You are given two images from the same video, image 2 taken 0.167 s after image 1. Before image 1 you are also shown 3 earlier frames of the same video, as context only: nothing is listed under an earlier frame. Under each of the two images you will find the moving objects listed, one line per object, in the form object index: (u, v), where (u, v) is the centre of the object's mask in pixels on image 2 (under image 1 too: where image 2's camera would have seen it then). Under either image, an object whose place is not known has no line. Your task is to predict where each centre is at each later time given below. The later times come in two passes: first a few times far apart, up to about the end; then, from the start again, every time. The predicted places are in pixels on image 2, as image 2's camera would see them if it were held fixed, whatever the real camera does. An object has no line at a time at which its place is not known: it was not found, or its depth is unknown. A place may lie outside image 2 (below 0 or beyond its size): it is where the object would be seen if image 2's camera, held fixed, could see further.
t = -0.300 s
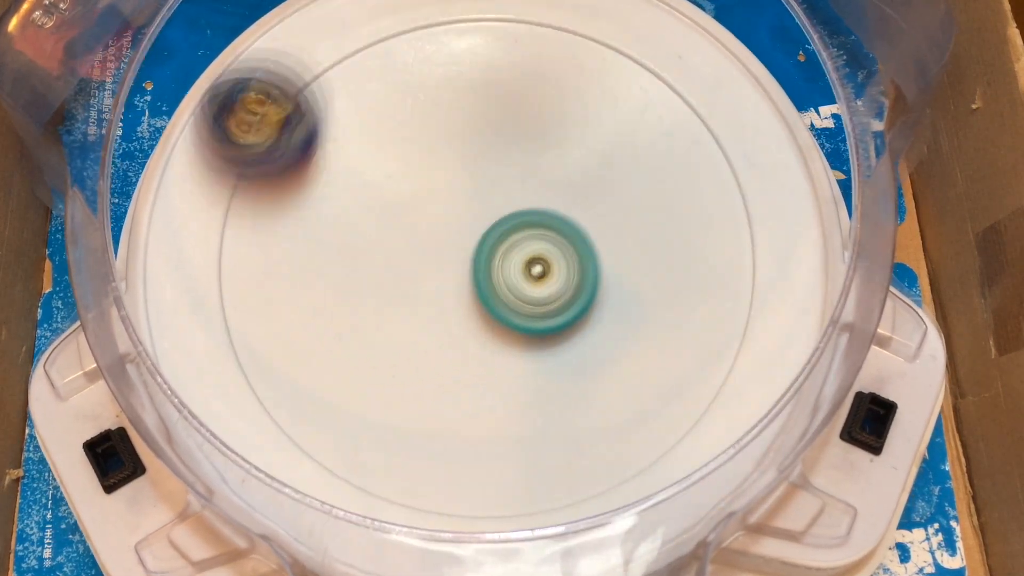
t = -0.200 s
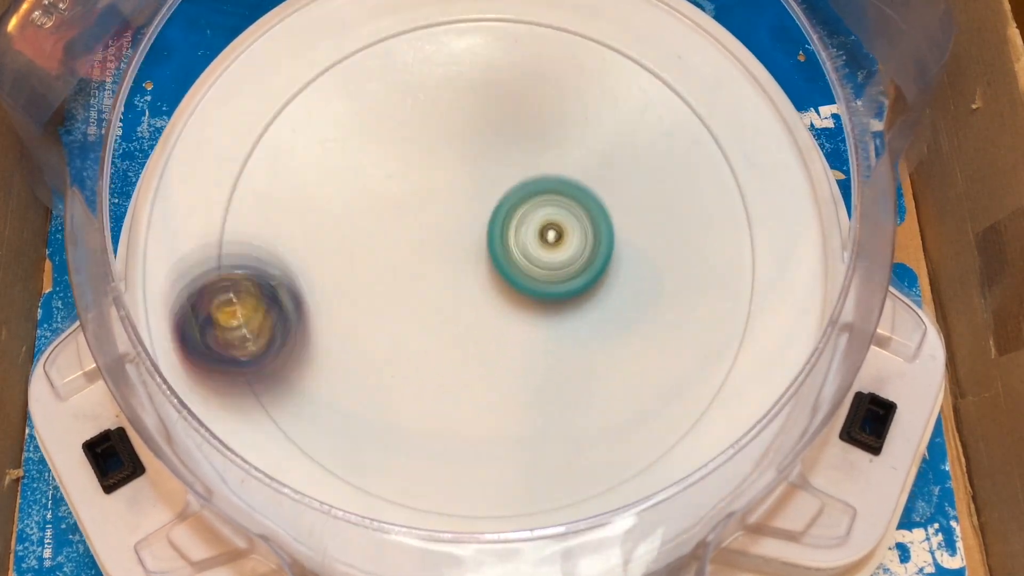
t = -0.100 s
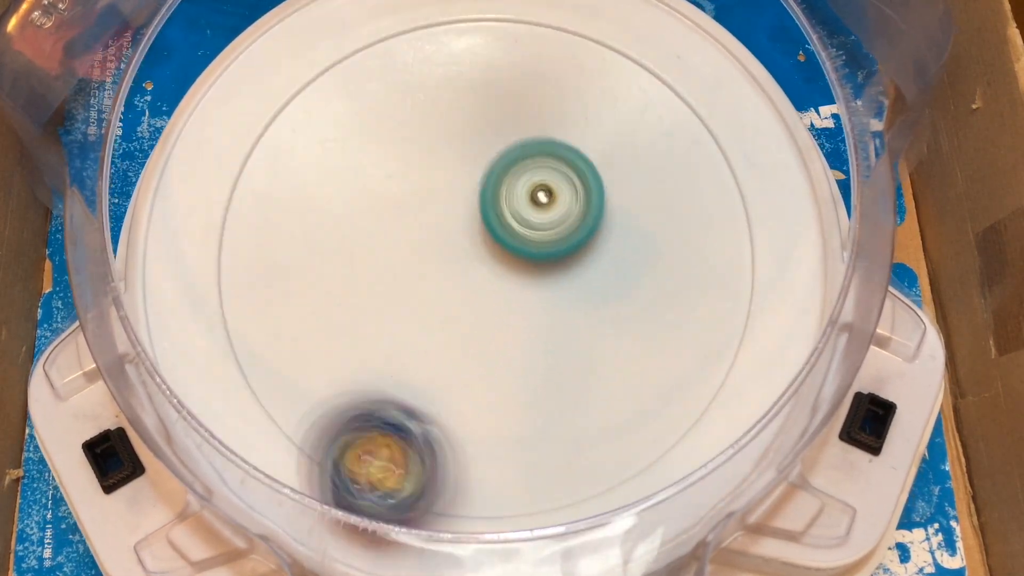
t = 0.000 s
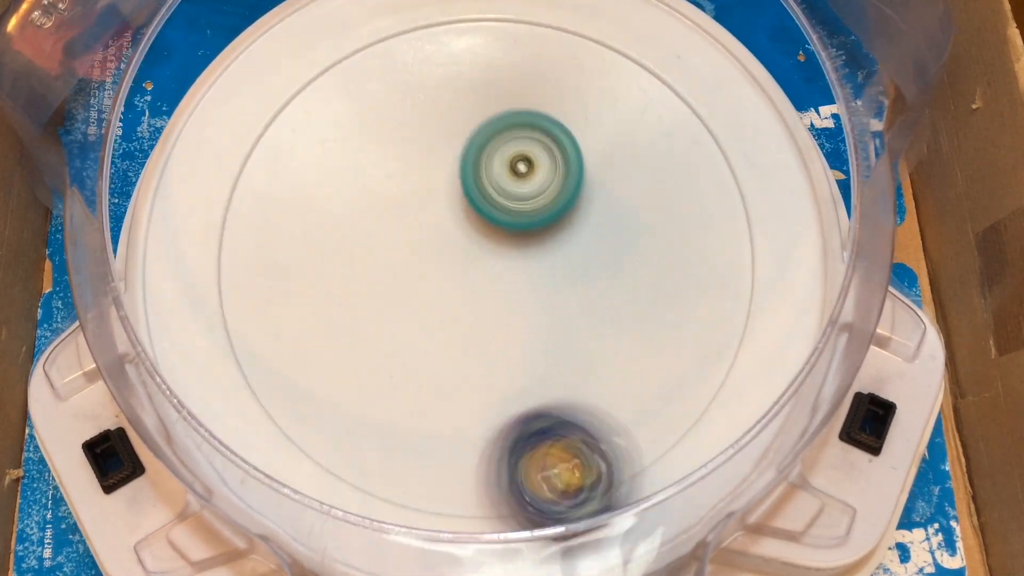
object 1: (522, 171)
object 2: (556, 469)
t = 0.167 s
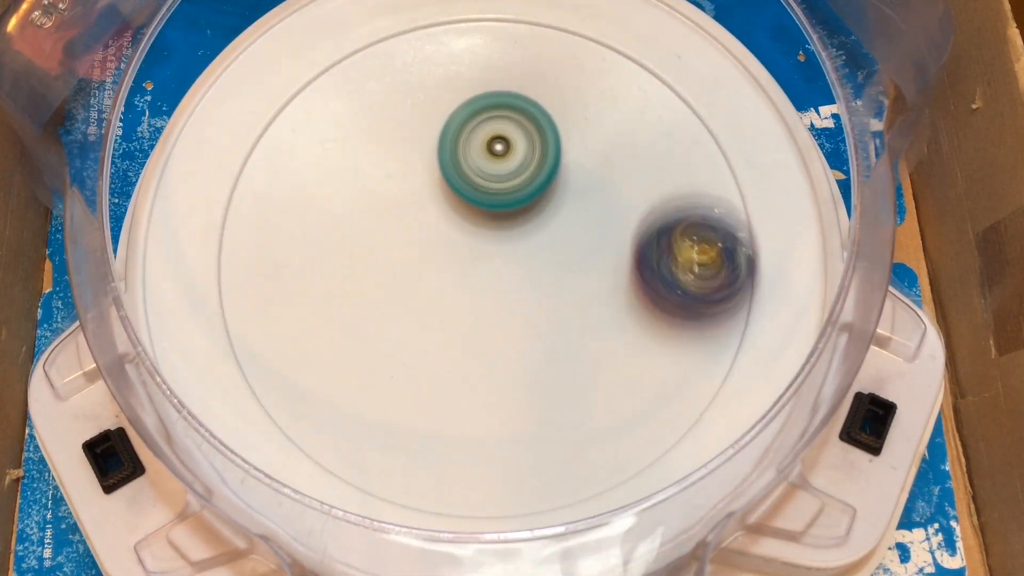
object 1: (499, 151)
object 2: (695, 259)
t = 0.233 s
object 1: (494, 157)
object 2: (668, 156)
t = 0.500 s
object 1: (519, 237)
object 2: (305, 77)
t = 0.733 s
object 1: (561, 267)
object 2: (339, 415)
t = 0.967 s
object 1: (549, 237)
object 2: (691, 289)
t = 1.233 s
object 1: (482, 229)
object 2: (514, 27)
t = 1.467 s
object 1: (443, 300)
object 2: (266, 204)
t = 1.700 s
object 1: (514, 317)
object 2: (487, 466)
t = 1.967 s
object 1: (513, 246)
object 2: (737, 265)
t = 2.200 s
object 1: (432, 224)
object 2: (541, 67)
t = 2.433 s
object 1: (428, 271)
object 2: (280, 170)
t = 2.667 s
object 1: (471, 295)
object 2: (335, 429)
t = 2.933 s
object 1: (485, 232)
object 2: (646, 321)
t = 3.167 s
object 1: (476, 191)
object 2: (570, 81)
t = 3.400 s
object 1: (469, 234)
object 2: (319, 73)
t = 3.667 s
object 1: (469, 242)
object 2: (330, 364)
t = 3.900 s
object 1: (525, 213)
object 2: (624, 349)
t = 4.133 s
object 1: (514, 223)
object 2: (663, 122)
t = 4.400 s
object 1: (475, 229)
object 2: (391, 77)
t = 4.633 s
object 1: (466, 209)
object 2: (313, 334)
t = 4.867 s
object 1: (502, 214)
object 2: (558, 439)
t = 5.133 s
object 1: (521, 259)
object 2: (661, 195)
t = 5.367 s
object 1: (482, 287)
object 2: (435, 79)
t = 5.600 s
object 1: (442, 265)
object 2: (254, 231)
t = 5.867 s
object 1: (453, 225)
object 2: (462, 421)
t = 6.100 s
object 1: (479, 218)
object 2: (648, 249)
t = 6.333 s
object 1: (484, 229)
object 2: (544, 57)
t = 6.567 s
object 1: (464, 236)
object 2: (326, 117)
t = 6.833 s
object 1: (452, 231)
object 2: (407, 382)
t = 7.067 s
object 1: (463, 223)
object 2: (645, 344)
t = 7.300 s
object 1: (479, 223)
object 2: (634, 144)
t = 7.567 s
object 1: (481, 228)
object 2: (376, 128)
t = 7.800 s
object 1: (470, 229)
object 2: (304, 332)
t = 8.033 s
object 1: (464, 230)
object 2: (526, 407)
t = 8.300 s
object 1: (465, 231)
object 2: (614, 187)
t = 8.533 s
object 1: (464, 232)
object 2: (449, 69)
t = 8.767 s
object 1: (464, 230)
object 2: (300, 201)
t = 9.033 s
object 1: (468, 229)
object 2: (477, 378)
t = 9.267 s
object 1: (467, 229)
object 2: (657, 271)
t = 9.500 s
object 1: (467, 228)
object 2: (574, 106)
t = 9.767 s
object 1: (469, 232)
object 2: (350, 170)
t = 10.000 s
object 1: (466, 237)
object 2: (345, 365)
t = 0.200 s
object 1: (496, 152)
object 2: (686, 206)
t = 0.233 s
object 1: (494, 157)
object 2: (668, 156)
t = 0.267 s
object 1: (494, 165)
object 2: (643, 112)
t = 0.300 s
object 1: (495, 173)
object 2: (608, 69)
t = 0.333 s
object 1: (497, 182)
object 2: (564, 38)
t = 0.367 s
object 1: (500, 194)
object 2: (513, 24)
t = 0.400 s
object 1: (503, 205)
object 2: (457, 25)
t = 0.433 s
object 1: (508, 216)
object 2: (402, 33)
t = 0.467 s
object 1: (513, 227)
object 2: (350, 45)
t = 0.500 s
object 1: (519, 237)
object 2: (305, 77)
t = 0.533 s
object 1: (526, 246)
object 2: (264, 123)
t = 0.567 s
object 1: (532, 254)
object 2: (240, 178)
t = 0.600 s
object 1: (539, 259)
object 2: (228, 234)
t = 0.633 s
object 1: (545, 263)
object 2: (233, 289)
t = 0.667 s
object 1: (551, 266)
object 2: (255, 341)
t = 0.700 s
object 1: (556, 267)
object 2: (295, 385)
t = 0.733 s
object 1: (561, 267)
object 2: (339, 415)
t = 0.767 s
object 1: (564, 265)
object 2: (395, 434)
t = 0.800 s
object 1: (565, 260)
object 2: (462, 439)
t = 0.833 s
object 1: (566, 256)
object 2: (521, 430)
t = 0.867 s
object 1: (566, 252)
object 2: (579, 407)
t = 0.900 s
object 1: (563, 248)
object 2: (628, 372)
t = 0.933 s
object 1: (556, 243)
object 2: (663, 334)
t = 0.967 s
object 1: (549, 237)
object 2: (691, 289)
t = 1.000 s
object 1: (541, 231)
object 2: (704, 245)
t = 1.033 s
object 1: (533, 225)
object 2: (710, 200)
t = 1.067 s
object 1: (526, 220)
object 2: (706, 153)
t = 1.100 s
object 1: (517, 218)
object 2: (692, 107)
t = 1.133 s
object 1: (507, 218)
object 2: (664, 66)
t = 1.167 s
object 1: (498, 220)
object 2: (612, 47)
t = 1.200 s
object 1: (490, 223)
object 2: (562, 36)
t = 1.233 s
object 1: (482, 229)
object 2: (514, 27)
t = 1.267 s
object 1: (474, 236)
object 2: (466, 27)
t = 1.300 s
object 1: (467, 244)
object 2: (417, 33)
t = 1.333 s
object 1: (460, 253)
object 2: (372, 44)
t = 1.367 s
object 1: (453, 264)
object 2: (332, 66)
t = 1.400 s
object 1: (448, 276)
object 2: (299, 103)
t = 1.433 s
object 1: (445, 288)
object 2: (275, 153)
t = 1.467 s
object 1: (443, 300)
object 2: (266, 204)
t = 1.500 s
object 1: (446, 310)
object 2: (269, 254)
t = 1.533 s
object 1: (451, 319)
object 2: (287, 311)
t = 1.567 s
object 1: (458, 326)
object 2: (317, 358)
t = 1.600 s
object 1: (469, 329)
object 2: (352, 396)
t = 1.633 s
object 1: (486, 326)
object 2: (389, 428)
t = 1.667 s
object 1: (500, 322)
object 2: (436, 455)
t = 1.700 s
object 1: (514, 317)
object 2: (487, 466)
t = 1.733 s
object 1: (525, 310)
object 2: (542, 467)
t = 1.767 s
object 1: (534, 303)
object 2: (586, 457)
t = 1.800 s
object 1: (539, 296)
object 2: (632, 439)
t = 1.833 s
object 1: (540, 287)
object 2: (669, 413)
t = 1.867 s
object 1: (538, 276)
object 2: (701, 383)
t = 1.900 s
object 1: (532, 266)
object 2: (724, 344)
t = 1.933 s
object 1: (523, 256)
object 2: (735, 305)
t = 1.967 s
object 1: (513, 246)
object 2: (737, 265)
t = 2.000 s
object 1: (502, 238)
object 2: (730, 225)
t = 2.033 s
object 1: (490, 232)
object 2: (713, 184)
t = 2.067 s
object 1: (477, 227)
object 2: (691, 151)
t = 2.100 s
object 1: (465, 224)
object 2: (660, 122)
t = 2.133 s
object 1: (453, 223)
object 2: (624, 97)
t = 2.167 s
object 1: (441, 223)
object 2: (584, 79)
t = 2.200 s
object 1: (432, 224)
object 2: (541, 67)
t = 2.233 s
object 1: (424, 228)
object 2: (499, 62)
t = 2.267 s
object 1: (418, 234)
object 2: (454, 64)
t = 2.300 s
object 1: (414, 240)
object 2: (413, 72)
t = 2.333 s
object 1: (414, 248)
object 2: (372, 90)
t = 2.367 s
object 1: (416, 257)
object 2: (337, 109)
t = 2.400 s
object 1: (421, 264)
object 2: (304, 139)
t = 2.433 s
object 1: (428, 271)
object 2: (280, 170)
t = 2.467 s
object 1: (435, 277)
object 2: (261, 208)
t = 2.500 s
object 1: (443, 283)
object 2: (251, 246)
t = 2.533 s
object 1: (450, 286)
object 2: (249, 289)
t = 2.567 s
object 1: (457, 290)
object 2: (254, 327)
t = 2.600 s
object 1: (463, 292)
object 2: (272, 367)
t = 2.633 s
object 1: (468, 294)
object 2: (298, 402)
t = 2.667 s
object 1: (471, 295)
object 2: (335, 429)
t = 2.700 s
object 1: (472, 294)
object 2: (374, 447)
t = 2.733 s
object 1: (473, 290)
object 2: (421, 456)
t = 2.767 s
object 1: (476, 284)
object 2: (472, 456)
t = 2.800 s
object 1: (478, 275)
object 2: (519, 445)
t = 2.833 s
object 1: (482, 264)
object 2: (563, 424)
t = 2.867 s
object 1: (485, 253)
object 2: (599, 391)
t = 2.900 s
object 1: (486, 242)
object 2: (626, 357)
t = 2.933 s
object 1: (485, 232)
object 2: (646, 321)
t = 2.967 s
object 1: (484, 221)
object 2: (655, 282)
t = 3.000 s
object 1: (484, 210)
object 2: (657, 241)
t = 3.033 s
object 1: (481, 201)
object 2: (652, 203)
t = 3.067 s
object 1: (479, 195)
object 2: (641, 169)
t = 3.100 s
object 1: (478, 191)
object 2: (622, 136)
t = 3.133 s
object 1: (477, 190)
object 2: (597, 104)
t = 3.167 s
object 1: (476, 191)
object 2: (570, 81)
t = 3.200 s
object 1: (476, 195)
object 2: (538, 59)
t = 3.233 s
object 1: (475, 200)
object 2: (501, 46)
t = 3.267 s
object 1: (475, 206)
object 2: (464, 41)
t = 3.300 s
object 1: (475, 213)
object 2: (426, 40)
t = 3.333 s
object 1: (474, 220)
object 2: (388, 45)
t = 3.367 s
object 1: (472, 228)
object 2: (354, 52)
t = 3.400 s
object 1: (469, 234)
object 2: (319, 73)
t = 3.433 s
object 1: (464, 240)
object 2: (291, 100)
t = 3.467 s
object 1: (458, 243)
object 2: (270, 132)
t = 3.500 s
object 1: (453, 244)
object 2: (256, 170)
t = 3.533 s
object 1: (452, 245)
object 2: (250, 208)
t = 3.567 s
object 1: (453, 245)
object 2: (256, 253)
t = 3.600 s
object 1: (456, 245)
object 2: (272, 294)
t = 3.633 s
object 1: (462, 244)
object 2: (297, 333)
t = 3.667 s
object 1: (469, 242)
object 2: (330, 364)
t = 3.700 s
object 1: (477, 239)
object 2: (371, 386)
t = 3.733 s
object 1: (487, 235)
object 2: (416, 400)
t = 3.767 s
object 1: (497, 232)
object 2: (463, 405)
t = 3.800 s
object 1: (507, 227)
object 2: (508, 403)
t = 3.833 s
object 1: (515, 221)
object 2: (552, 392)
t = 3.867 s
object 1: (521, 217)
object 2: (591, 375)
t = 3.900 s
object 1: (525, 213)
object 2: (624, 349)
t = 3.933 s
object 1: (528, 212)
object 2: (650, 320)
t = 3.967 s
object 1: (529, 211)
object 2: (670, 291)
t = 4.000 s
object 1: (528, 212)
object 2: (683, 258)
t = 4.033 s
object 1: (526, 214)
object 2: (689, 223)
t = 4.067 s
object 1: (523, 216)
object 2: (686, 185)
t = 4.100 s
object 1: (519, 220)
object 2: (678, 153)
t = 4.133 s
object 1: (514, 223)
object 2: (663, 122)
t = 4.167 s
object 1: (508, 226)
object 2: (642, 94)
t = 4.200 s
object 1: (503, 229)
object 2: (613, 70)
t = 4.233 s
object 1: (498, 231)
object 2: (579, 54)
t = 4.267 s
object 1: (493, 233)
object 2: (542, 45)
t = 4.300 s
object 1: (488, 233)
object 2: (503, 44)
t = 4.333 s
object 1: (483, 233)
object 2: (463, 48)
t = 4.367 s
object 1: (479, 231)
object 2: (425, 58)
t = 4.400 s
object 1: (475, 229)
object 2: (391, 77)
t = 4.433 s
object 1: (470, 227)
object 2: (356, 108)
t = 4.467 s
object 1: (467, 224)
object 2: (331, 137)
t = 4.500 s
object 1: (464, 220)
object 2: (312, 172)
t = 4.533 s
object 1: (463, 217)
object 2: (301, 213)
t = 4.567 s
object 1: (463, 214)
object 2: (297, 253)
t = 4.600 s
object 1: (464, 211)
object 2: (301, 295)
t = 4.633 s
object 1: (466, 209)
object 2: (313, 334)
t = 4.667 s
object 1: (469, 207)
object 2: (333, 368)
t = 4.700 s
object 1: (473, 206)
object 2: (360, 397)
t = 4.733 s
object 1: (479, 206)
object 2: (393, 420)
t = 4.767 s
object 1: (484, 207)
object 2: (432, 437)
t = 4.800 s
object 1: (490, 209)
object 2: (474, 446)
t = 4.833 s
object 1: (496, 211)
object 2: (515, 446)
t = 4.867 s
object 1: (502, 214)
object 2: (558, 439)
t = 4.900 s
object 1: (507, 218)
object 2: (595, 423)
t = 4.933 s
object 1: (512, 223)
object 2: (626, 401)
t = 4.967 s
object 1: (516, 228)
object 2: (653, 370)
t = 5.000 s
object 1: (519, 234)
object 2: (670, 338)
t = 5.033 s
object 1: (522, 240)
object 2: (681, 302)
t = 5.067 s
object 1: (523, 246)
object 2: (681, 266)
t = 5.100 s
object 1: (523, 253)
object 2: (674, 229)
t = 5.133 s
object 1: (521, 259)
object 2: (661, 195)
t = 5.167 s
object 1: (519, 266)
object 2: (640, 163)
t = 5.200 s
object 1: (514, 272)
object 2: (614, 136)
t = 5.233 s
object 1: (509, 277)
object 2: (582, 115)
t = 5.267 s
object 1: (503, 281)
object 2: (549, 96)
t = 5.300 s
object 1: (497, 284)
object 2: (512, 85)
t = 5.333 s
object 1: (490, 286)
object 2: (475, 78)
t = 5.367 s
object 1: (482, 287)
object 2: (435, 79)
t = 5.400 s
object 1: (475, 286)
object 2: (398, 86)
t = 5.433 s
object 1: (467, 285)
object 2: (363, 96)
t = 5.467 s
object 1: (460, 282)
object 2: (331, 114)
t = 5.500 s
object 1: (454, 279)
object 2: (304, 137)
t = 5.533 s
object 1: (449, 274)
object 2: (279, 167)
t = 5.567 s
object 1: (445, 270)
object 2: (263, 196)
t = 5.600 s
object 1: (442, 265)
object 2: (254, 231)
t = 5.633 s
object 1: (440, 259)
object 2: (252, 269)
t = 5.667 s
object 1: (439, 254)
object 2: (259, 306)
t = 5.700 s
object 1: (440, 248)
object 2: (275, 341)
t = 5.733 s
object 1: (441, 243)
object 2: (300, 371)
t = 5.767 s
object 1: (443, 238)
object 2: (334, 396)
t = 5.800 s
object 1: (446, 234)
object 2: (373, 415)
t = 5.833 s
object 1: (449, 229)
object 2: (418, 425)
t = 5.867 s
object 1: (453, 225)
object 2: (462, 421)
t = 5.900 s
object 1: (457, 222)
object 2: (505, 414)
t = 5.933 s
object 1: (461, 220)
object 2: (544, 397)
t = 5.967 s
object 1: (465, 218)
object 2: (580, 372)
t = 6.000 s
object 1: (469, 217)
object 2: (608, 343)
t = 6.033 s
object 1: (473, 217)
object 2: (627, 315)
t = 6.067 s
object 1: (476, 217)
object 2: (641, 283)
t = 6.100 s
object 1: (479, 218)
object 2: (648, 249)
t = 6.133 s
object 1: (482, 219)
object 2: (650, 215)
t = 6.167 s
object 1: (484, 221)
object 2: (644, 182)
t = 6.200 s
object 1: (485, 222)
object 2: (634, 150)
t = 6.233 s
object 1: (486, 224)
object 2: (619, 120)
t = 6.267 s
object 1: (486, 226)
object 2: (598, 96)
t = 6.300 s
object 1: (485, 228)
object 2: (573, 75)
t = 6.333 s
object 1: (484, 229)
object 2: (544, 57)
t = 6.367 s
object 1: (483, 231)
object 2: (511, 47)
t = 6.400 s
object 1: (480, 233)
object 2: (478, 44)
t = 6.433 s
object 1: (478, 234)
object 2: (443, 46)
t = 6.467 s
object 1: (475, 234)
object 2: (409, 53)
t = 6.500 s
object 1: (471, 235)
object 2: (378, 68)
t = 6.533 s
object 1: (468, 235)
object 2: (349, 90)
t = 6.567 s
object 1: (464, 236)
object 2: (326, 117)
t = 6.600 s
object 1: (461, 236)
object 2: (310, 152)
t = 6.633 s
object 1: (459, 236)
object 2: (302, 188)
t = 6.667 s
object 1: (456, 235)
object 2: (301, 230)
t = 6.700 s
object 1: (454, 235)
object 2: (307, 266)
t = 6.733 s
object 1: (453, 234)
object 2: (322, 302)
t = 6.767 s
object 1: (452, 233)
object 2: (343, 334)
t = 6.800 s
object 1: (452, 232)
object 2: (372, 361)
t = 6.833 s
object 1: (452, 231)
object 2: (407, 382)
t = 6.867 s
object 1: (453, 230)
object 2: (443, 396)
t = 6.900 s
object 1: (454, 229)
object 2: (481, 405)
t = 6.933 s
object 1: (456, 227)
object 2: (519, 404)
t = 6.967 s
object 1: (457, 226)
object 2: (555, 398)
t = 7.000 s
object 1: (459, 225)
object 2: (590, 385)
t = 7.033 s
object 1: (461, 224)
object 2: (620, 367)
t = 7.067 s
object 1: (463, 223)
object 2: (645, 344)
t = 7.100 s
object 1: (466, 223)
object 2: (665, 319)
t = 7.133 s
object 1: (468, 222)
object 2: (676, 289)
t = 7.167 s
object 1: (471, 222)
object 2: (681, 257)
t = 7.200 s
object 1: (473, 222)
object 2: (680, 226)
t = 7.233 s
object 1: (475, 222)
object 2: (671, 195)
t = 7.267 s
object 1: (477, 222)
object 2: (655, 167)
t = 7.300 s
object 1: (479, 223)
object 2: (634, 144)
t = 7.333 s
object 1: (481, 223)
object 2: (609, 122)
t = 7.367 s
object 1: (482, 224)
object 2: (579, 107)
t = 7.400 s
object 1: (482, 224)
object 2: (545, 97)
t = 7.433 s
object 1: (483, 225)
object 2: (509, 91)
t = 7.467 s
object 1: (483, 226)
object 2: (473, 92)
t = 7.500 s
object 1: (482, 227)
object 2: (439, 100)
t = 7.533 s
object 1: (482, 227)
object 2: (407, 111)
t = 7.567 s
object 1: (481, 228)
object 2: (376, 128)
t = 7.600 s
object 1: (479, 228)
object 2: (346, 152)
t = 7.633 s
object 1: (478, 228)
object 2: (326, 176)
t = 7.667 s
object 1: (477, 229)
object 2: (309, 204)
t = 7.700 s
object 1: (475, 229)
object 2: (298, 237)
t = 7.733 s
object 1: (473, 229)
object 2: (293, 267)
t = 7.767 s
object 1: (471, 229)
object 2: (295, 301)
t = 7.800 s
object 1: (470, 229)
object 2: (304, 332)
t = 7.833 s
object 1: (468, 229)
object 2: (322, 362)
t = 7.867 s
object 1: (467, 229)
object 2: (346, 387)
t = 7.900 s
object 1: (466, 229)
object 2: (379, 405)
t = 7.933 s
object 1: (465, 229)
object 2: (414, 417)
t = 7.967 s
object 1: (464, 229)
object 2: (453, 421)
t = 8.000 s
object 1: (464, 230)
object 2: (491, 417)
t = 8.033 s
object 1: (464, 230)
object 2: (526, 407)
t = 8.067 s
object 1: (463, 230)
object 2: (558, 387)
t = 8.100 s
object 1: (464, 230)
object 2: (585, 366)
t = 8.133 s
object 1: (464, 230)
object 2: (604, 337)
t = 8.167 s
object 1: (464, 230)
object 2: (618, 307)
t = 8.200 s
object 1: (464, 231)
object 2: (626, 276)
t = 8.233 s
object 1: (465, 231)
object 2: (627, 246)
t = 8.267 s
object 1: (465, 231)
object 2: (623, 215)
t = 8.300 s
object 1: (465, 231)
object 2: (614, 187)
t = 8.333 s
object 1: (465, 231)
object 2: (600, 160)
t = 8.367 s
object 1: (464, 232)
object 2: (583, 134)
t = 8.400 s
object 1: (464, 232)
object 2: (562, 113)
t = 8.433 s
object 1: (464, 232)
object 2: (537, 94)
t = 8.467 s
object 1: (464, 232)
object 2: (509, 81)
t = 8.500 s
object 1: (464, 232)
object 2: (479, 72)
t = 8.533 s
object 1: (464, 232)
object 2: (449, 69)
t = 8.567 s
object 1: (464, 231)
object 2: (418, 71)
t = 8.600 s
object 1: (464, 231)
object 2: (390, 80)
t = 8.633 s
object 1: (463, 231)
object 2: (361, 94)
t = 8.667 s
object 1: (463, 231)
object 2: (338, 114)
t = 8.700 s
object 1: (463, 230)
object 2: (320, 139)
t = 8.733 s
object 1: (464, 230)
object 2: (306, 169)
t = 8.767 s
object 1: (464, 230)
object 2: (300, 201)
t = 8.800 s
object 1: (465, 229)
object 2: (302, 238)
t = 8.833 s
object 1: (465, 229)
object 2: (311, 270)
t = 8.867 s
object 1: (466, 229)
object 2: (327, 299)
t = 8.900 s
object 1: (466, 229)
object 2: (348, 326)
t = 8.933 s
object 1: (467, 229)
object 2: (375, 348)
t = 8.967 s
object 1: (467, 229)
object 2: (406, 366)
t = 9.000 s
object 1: (468, 229)
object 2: (441, 375)
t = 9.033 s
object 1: (468, 229)
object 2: (477, 378)
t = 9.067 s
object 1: (468, 229)
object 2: (513, 377)
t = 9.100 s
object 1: (468, 229)
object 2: (547, 370)
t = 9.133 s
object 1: (468, 229)
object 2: (578, 357)
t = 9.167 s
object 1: (468, 229)
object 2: (606, 341)
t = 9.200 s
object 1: (468, 229)
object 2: (627, 319)
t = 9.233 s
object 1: (467, 229)
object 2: (645, 295)
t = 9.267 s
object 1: (467, 229)
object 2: (657, 271)
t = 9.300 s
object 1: (467, 228)
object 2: (662, 242)
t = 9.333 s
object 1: (467, 228)
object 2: (662, 215)
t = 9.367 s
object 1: (467, 228)
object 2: (655, 187)
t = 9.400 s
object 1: (467, 228)
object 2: (643, 161)
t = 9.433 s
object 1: (467, 228)
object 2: (624, 140)
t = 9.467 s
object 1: (467, 228)
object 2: (601, 120)
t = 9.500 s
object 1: (467, 228)
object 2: (574, 106)
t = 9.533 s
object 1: (468, 228)
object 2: (546, 98)
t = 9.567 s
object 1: (468, 228)
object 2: (515, 93)
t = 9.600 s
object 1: (468, 228)
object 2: (483, 94)
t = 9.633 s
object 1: (468, 229)
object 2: (453, 102)
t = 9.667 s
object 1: (468, 229)
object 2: (423, 113)
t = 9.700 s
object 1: (468, 230)
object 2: (395, 130)
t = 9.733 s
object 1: (468, 230)
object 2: (371, 148)
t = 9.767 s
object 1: (469, 232)
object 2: (350, 170)
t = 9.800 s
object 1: (469, 233)
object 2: (333, 196)
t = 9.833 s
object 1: (469, 234)
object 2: (320, 222)
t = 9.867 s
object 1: (469, 235)
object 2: (313, 253)
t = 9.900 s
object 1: (468, 236)
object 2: (311, 281)
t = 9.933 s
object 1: (467, 236)
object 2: (315, 311)
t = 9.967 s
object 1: (467, 237)
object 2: (327, 340)
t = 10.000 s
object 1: (466, 237)
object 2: (345, 365)
